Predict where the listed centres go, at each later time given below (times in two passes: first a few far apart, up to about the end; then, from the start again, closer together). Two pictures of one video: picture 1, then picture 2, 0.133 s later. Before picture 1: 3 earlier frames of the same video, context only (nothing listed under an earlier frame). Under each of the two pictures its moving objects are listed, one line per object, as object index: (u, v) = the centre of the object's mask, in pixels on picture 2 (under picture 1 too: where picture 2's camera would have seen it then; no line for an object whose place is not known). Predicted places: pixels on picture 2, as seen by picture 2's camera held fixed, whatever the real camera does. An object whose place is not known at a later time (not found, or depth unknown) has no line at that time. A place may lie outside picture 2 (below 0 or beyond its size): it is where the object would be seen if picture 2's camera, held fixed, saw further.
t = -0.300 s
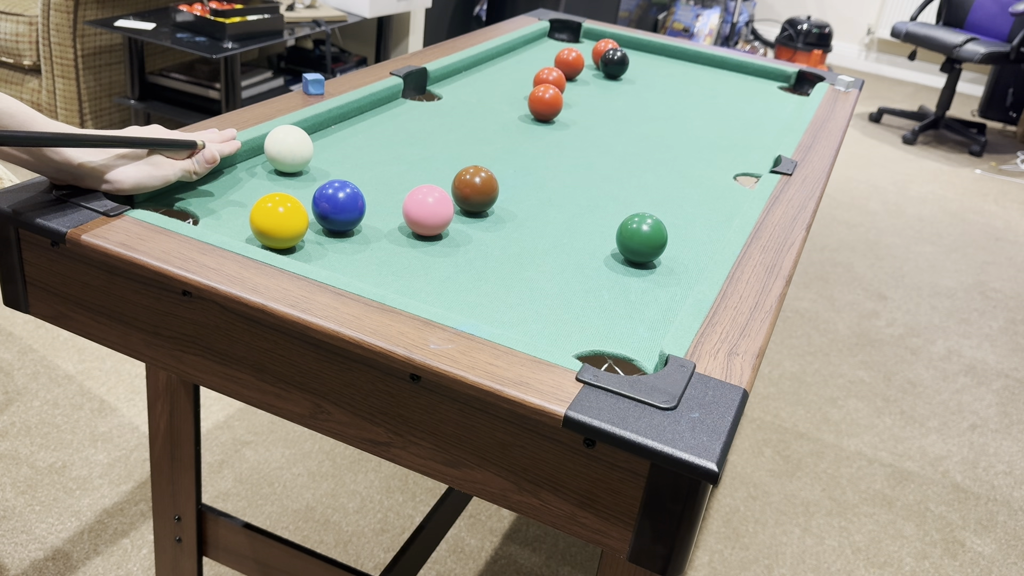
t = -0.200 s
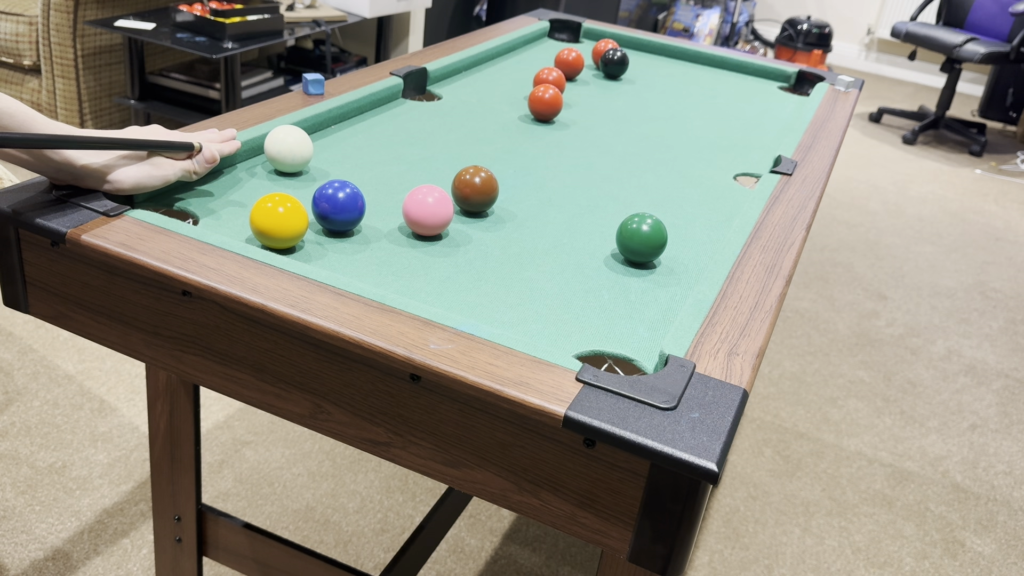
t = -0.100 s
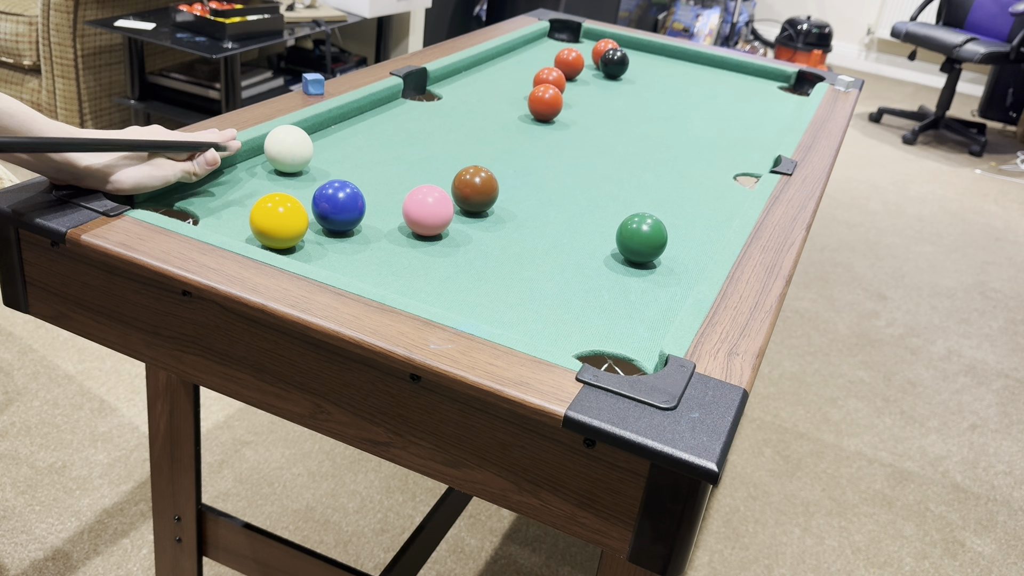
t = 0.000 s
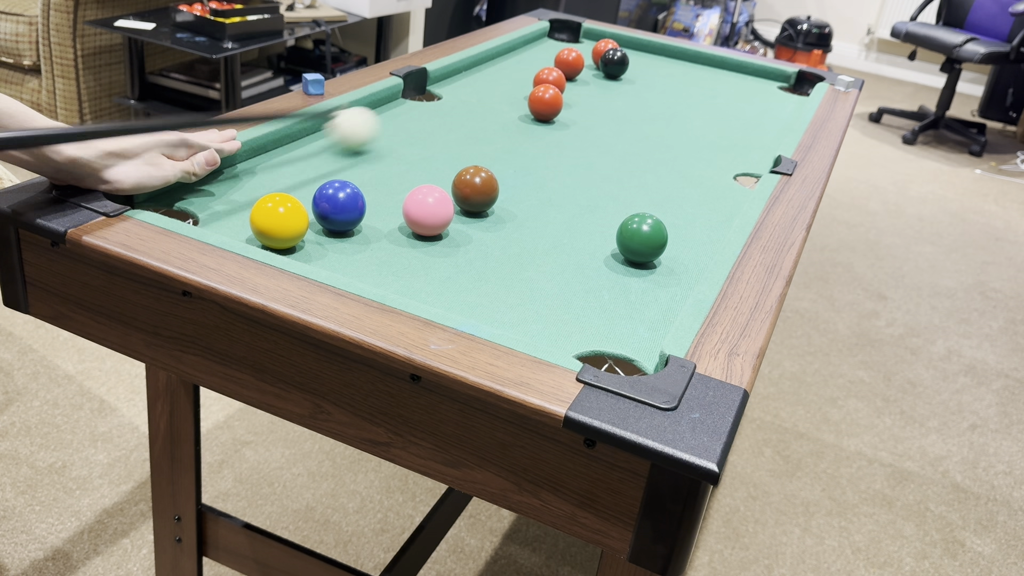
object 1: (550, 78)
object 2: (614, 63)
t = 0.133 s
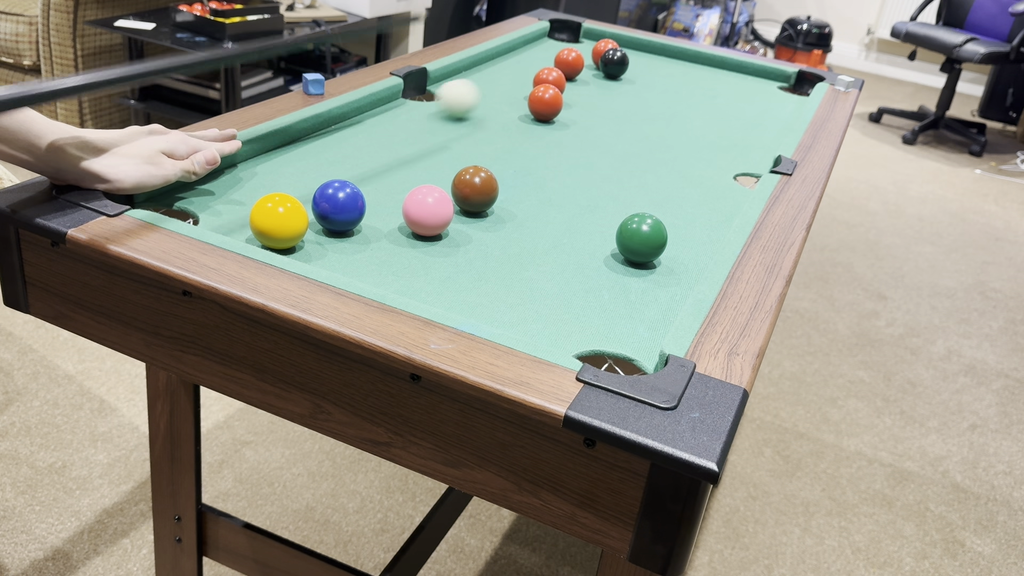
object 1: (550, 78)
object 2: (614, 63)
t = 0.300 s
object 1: (587, 84)
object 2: (614, 63)
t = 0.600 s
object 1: (711, 90)
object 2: (614, 63)
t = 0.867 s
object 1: (790, 90)
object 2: (614, 63)
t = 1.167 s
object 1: (766, 73)
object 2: (615, 64)
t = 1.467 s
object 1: (745, 66)
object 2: (622, 72)
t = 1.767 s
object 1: (726, 65)
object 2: (624, 78)
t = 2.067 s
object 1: (714, 64)
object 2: (622, 83)
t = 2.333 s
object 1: (708, 63)
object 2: (618, 86)
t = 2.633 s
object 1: (708, 63)
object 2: (613, 89)
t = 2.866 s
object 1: (708, 63)
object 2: (609, 90)
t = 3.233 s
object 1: (708, 63)
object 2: (605, 90)
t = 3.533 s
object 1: (708, 63)
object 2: (605, 90)
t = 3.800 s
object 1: (708, 63)
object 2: (605, 90)
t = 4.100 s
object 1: (708, 63)
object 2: (605, 90)
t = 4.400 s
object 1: (708, 63)
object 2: (605, 90)
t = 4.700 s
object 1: (708, 63)
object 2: (605, 90)
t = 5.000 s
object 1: (708, 63)
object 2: (605, 90)
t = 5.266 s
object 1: (708, 63)
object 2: (605, 90)
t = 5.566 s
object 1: (708, 63)
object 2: (605, 90)
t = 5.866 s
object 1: (708, 63)
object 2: (605, 90)
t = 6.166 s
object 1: (708, 63)
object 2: (605, 90)
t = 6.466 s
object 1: (708, 63)
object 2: (605, 90)
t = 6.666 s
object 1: (708, 63)
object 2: (605, 90)
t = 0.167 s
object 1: (550, 78)
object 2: (614, 63)
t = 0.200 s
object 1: (551, 78)
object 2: (614, 63)
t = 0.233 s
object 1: (551, 78)
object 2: (614, 63)
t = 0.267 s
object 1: (570, 83)
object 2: (614, 63)
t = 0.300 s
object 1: (587, 84)
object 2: (614, 63)
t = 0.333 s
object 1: (603, 86)
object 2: (615, 61)
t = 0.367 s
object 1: (617, 86)
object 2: (614, 60)
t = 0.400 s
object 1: (631, 87)
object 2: (614, 63)
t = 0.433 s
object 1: (645, 88)
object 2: (614, 63)
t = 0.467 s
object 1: (659, 88)
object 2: (614, 63)
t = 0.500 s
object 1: (672, 89)
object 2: (614, 63)
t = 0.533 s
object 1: (686, 89)
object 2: (614, 63)
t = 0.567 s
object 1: (699, 90)
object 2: (614, 63)
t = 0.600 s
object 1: (711, 90)
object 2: (614, 63)
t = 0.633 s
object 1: (724, 90)
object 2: (614, 63)
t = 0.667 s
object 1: (737, 91)
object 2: (614, 63)
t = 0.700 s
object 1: (749, 91)
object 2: (614, 63)
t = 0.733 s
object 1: (761, 91)
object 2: (614, 63)
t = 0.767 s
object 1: (774, 92)
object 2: (614, 63)
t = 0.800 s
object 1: (786, 92)
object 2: (614, 63)
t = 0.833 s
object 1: (794, 92)
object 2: (614, 63)
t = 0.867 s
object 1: (790, 90)
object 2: (614, 63)
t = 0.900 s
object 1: (785, 88)
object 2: (614, 63)
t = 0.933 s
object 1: (782, 86)
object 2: (614, 63)
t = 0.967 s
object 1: (780, 84)
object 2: (614, 63)
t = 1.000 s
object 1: (777, 82)
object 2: (614, 63)
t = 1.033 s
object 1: (774, 80)
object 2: (614, 63)
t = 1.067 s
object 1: (772, 78)
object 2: (614, 63)
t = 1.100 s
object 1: (770, 76)
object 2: (614, 63)
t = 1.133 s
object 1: (768, 74)
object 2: (614, 63)
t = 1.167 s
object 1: (766, 73)
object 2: (615, 64)
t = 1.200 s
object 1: (764, 71)
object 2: (616, 65)
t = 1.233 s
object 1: (763, 69)
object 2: (617, 66)
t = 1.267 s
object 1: (761, 68)
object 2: (618, 67)
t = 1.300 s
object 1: (759, 66)
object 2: (618, 67)
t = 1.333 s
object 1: (757, 66)
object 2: (619, 68)
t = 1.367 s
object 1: (754, 66)
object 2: (620, 69)
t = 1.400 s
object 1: (751, 66)
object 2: (621, 70)
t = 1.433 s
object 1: (748, 66)
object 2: (621, 71)
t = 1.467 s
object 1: (745, 66)
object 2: (622, 72)
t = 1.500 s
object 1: (743, 65)
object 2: (622, 72)
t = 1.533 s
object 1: (741, 65)
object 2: (623, 73)
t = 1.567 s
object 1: (738, 65)
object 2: (623, 74)
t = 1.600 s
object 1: (736, 65)
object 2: (623, 75)
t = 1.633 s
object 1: (734, 65)
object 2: (623, 75)
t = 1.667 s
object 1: (732, 65)
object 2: (623, 76)
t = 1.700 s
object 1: (730, 65)
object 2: (624, 77)
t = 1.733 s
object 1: (728, 65)
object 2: (624, 77)
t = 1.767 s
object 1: (726, 65)
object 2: (624, 78)
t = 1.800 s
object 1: (724, 65)
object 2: (624, 79)
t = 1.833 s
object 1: (722, 64)
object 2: (624, 79)
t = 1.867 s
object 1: (721, 64)
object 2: (623, 80)
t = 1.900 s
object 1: (720, 64)
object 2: (623, 80)
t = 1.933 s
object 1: (718, 64)
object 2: (623, 81)
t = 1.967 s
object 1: (717, 64)
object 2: (623, 81)
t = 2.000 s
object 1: (716, 64)
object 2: (622, 82)
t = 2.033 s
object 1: (715, 64)
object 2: (622, 82)
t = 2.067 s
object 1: (714, 64)
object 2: (622, 83)
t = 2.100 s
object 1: (713, 63)
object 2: (621, 83)
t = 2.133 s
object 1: (712, 63)
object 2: (621, 84)
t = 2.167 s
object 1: (711, 63)
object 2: (620, 84)
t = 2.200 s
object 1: (710, 63)
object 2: (620, 85)
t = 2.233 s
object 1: (710, 63)
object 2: (620, 85)
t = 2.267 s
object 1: (709, 63)
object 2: (619, 86)
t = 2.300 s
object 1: (709, 63)
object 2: (619, 86)
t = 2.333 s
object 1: (708, 63)
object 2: (618, 86)
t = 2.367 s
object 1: (708, 63)
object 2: (618, 87)
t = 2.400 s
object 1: (708, 63)
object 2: (617, 87)
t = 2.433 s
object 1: (708, 63)
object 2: (617, 87)
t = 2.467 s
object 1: (708, 63)
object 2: (616, 88)
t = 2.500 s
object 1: (707, 63)
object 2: (616, 88)
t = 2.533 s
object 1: (707, 63)
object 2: (615, 88)
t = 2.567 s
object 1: (707, 63)
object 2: (614, 88)
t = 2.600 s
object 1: (707, 63)
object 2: (614, 89)
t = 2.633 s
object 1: (708, 63)
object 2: (613, 89)
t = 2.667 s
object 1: (708, 63)
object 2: (613, 89)
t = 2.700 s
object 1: (708, 63)
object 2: (612, 89)
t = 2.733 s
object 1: (708, 63)
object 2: (612, 89)
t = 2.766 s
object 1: (708, 63)
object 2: (611, 89)
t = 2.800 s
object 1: (708, 63)
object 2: (610, 89)
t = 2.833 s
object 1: (708, 63)
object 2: (610, 89)
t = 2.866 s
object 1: (708, 63)
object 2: (609, 90)
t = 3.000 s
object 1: (708, 63)
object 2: (607, 90)
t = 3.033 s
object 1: (708, 63)
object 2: (606, 90)
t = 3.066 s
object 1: (708, 63)
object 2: (606, 90)
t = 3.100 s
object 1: (708, 63)
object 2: (606, 90)
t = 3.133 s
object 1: (708, 63)
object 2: (606, 90)
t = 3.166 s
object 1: (708, 63)
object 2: (606, 90)
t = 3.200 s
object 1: (708, 63)
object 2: (606, 90)
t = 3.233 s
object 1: (708, 63)
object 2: (605, 90)
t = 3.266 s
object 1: (708, 63)
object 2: (605, 90)
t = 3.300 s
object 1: (708, 63)
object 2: (605, 90)
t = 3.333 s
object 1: (708, 63)
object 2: (605, 90)
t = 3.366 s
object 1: (708, 63)
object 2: (605, 90)
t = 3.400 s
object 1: (708, 63)
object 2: (605, 90)
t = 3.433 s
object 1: (708, 63)
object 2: (605, 90)
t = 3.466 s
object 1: (708, 63)
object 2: (605, 90)
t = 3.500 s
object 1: (708, 63)
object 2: (605, 90)
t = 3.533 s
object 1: (708, 63)
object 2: (605, 90)
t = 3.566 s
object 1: (708, 63)
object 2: (605, 90)
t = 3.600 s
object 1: (708, 63)
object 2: (605, 90)
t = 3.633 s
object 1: (708, 63)
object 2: (605, 90)
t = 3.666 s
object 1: (708, 63)
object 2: (605, 90)
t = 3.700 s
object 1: (708, 63)
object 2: (605, 90)
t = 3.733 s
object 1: (708, 63)
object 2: (605, 90)
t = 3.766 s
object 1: (708, 63)
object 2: (605, 90)
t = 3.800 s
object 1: (708, 63)
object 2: (605, 90)
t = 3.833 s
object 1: (708, 63)
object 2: (605, 90)
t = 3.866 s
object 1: (708, 63)
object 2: (605, 90)
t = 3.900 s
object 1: (708, 63)
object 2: (605, 90)
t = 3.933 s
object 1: (708, 63)
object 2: (605, 90)
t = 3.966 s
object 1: (708, 63)
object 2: (605, 90)
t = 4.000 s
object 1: (708, 63)
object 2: (605, 90)
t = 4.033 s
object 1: (708, 63)
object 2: (605, 90)
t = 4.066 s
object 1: (708, 63)
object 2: (605, 90)
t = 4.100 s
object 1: (708, 63)
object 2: (605, 90)
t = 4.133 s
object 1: (708, 63)
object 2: (605, 90)
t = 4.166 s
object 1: (708, 63)
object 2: (605, 90)
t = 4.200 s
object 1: (708, 63)
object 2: (605, 90)
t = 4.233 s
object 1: (708, 63)
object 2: (605, 90)
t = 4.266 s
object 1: (708, 63)
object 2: (605, 90)
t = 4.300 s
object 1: (708, 63)
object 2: (605, 90)
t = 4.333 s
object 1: (708, 63)
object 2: (605, 90)
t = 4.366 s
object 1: (708, 63)
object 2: (605, 90)
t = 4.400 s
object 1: (708, 63)
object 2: (605, 90)
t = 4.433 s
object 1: (708, 63)
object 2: (605, 90)
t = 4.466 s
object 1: (708, 63)
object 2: (605, 90)
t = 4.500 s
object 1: (708, 63)
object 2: (605, 90)
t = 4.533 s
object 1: (708, 63)
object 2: (605, 90)
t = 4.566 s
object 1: (708, 63)
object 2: (605, 90)
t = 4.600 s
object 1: (708, 63)
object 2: (605, 90)
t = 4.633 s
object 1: (708, 63)
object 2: (605, 90)
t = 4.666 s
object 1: (708, 63)
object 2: (605, 90)
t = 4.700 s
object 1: (708, 63)
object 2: (605, 90)
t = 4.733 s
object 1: (708, 63)
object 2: (605, 90)
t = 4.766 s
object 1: (708, 63)
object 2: (605, 90)
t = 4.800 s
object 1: (708, 63)
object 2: (605, 90)
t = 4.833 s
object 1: (708, 63)
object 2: (605, 90)
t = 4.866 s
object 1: (708, 63)
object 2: (605, 90)
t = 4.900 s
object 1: (708, 63)
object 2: (605, 90)
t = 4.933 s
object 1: (708, 63)
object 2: (605, 90)
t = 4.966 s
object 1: (708, 63)
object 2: (605, 90)
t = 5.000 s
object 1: (708, 63)
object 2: (605, 90)
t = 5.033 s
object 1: (708, 63)
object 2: (605, 90)
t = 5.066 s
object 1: (708, 63)
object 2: (605, 90)
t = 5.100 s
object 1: (708, 63)
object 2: (605, 90)
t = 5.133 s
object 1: (708, 63)
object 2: (605, 90)
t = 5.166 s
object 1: (708, 63)
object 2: (605, 90)
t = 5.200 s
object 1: (708, 63)
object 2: (605, 90)
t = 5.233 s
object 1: (708, 63)
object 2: (605, 90)
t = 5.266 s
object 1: (708, 63)
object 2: (605, 90)
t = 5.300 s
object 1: (708, 63)
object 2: (605, 90)
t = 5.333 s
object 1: (708, 63)
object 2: (605, 90)
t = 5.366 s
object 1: (708, 63)
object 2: (605, 90)
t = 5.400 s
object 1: (708, 63)
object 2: (605, 90)
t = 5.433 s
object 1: (708, 63)
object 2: (605, 90)
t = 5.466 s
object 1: (708, 63)
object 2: (605, 90)
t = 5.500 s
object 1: (708, 63)
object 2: (605, 90)
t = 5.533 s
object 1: (708, 63)
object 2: (605, 90)
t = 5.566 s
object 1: (708, 63)
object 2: (605, 90)
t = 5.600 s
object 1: (708, 63)
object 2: (605, 90)
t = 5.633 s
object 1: (708, 63)
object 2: (605, 90)
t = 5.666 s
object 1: (708, 63)
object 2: (605, 90)
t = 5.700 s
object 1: (708, 63)
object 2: (605, 90)
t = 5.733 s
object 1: (708, 63)
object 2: (605, 90)
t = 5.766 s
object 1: (708, 63)
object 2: (605, 90)
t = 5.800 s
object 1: (708, 63)
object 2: (605, 90)
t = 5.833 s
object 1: (708, 63)
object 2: (605, 90)
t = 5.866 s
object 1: (708, 63)
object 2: (605, 90)
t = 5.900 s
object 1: (708, 63)
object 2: (605, 90)
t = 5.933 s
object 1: (708, 63)
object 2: (605, 90)
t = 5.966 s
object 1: (708, 63)
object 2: (605, 90)
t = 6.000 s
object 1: (708, 63)
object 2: (605, 90)
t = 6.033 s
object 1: (708, 63)
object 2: (605, 90)
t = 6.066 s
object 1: (708, 63)
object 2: (605, 90)
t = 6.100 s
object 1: (708, 63)
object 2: (605, 90)
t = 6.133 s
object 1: (708, 63)
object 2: (605, 90)
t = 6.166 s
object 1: (708, 63)
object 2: (605, 90)
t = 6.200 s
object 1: (708, 63)
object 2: (605, 90)
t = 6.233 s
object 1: (708, 63)
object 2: (605, 90)
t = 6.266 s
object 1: (708, 63)
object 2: (605, 90)
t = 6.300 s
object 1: (708, 63)
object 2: (605, 90)
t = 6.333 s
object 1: (708, 63)
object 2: (605, 90)
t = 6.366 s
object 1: (708, 63)
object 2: (605, 90)
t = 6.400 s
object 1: (708, 63)
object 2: (605, 90)
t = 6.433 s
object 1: (708, 63)
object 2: (605, 90)
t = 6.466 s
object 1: (708, 63)
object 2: (605, 90)
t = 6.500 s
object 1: (708, 63)
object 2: (605, 90)
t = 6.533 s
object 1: (708, 63)
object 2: (605, 90)
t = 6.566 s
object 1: (708, 63)
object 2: (605, 90)
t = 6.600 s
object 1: (708, 63)
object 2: (605, 90)
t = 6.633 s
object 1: (708, 63)
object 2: (605, 90)
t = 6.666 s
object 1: (708, 63)
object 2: (605, 90)
